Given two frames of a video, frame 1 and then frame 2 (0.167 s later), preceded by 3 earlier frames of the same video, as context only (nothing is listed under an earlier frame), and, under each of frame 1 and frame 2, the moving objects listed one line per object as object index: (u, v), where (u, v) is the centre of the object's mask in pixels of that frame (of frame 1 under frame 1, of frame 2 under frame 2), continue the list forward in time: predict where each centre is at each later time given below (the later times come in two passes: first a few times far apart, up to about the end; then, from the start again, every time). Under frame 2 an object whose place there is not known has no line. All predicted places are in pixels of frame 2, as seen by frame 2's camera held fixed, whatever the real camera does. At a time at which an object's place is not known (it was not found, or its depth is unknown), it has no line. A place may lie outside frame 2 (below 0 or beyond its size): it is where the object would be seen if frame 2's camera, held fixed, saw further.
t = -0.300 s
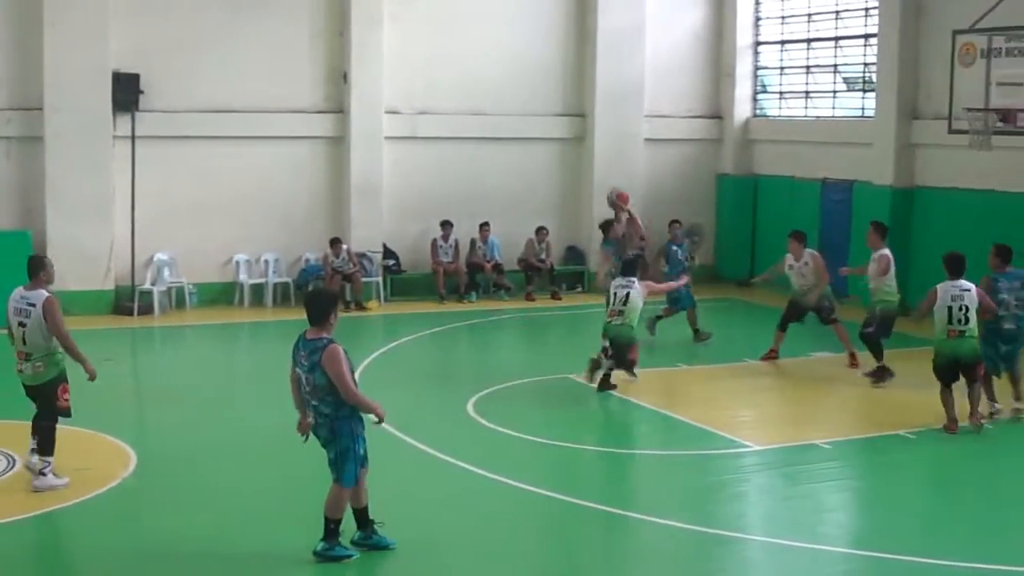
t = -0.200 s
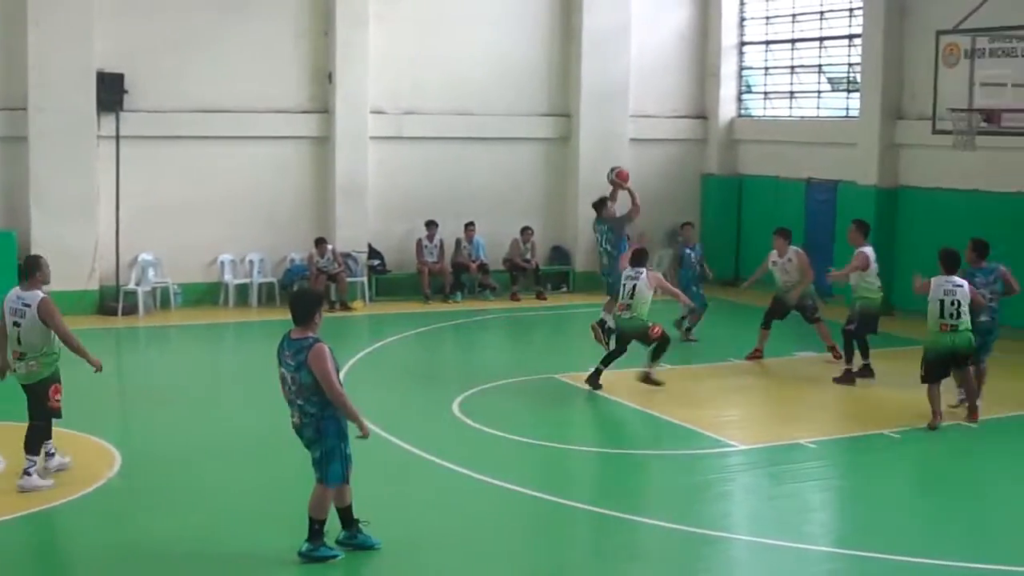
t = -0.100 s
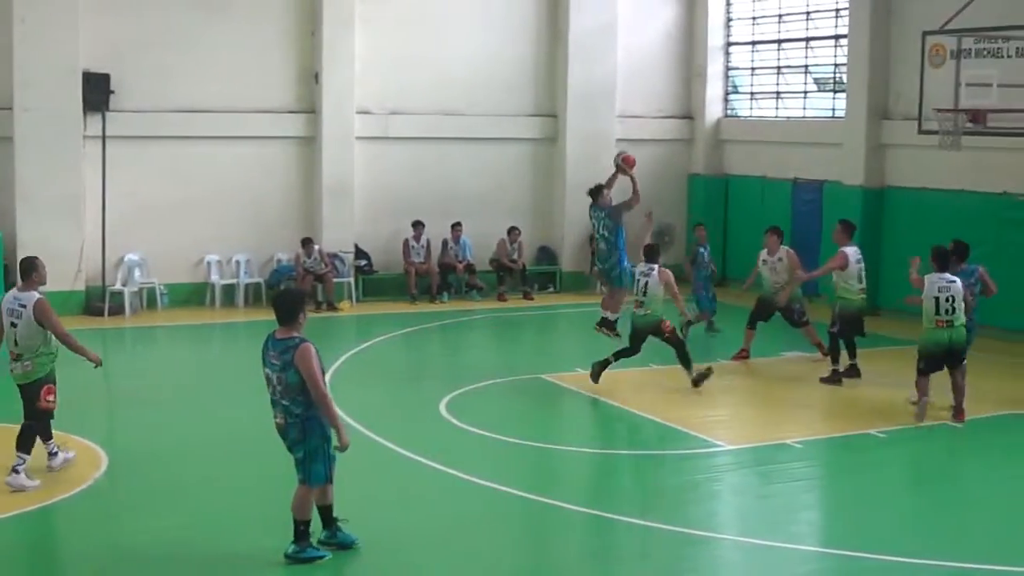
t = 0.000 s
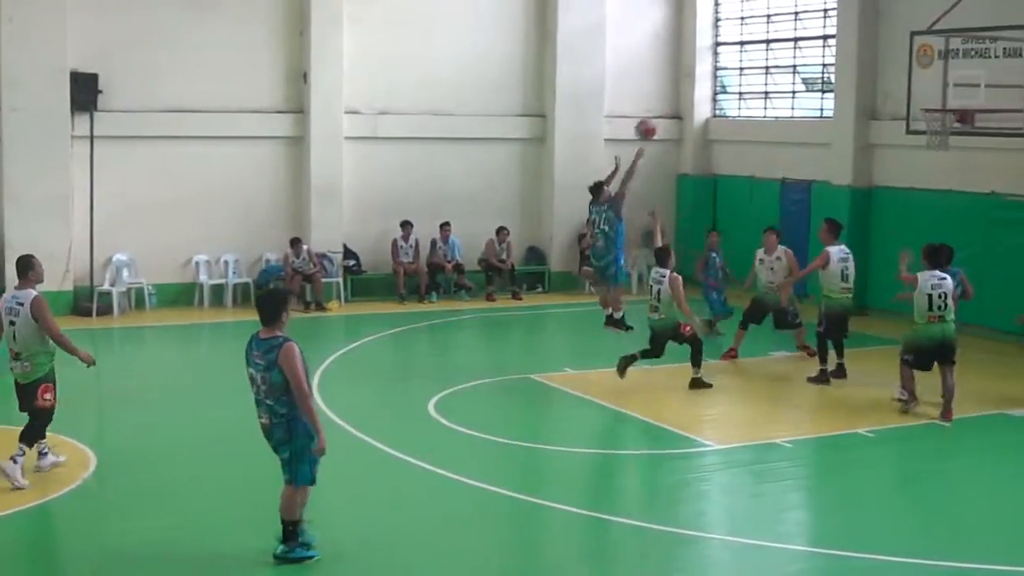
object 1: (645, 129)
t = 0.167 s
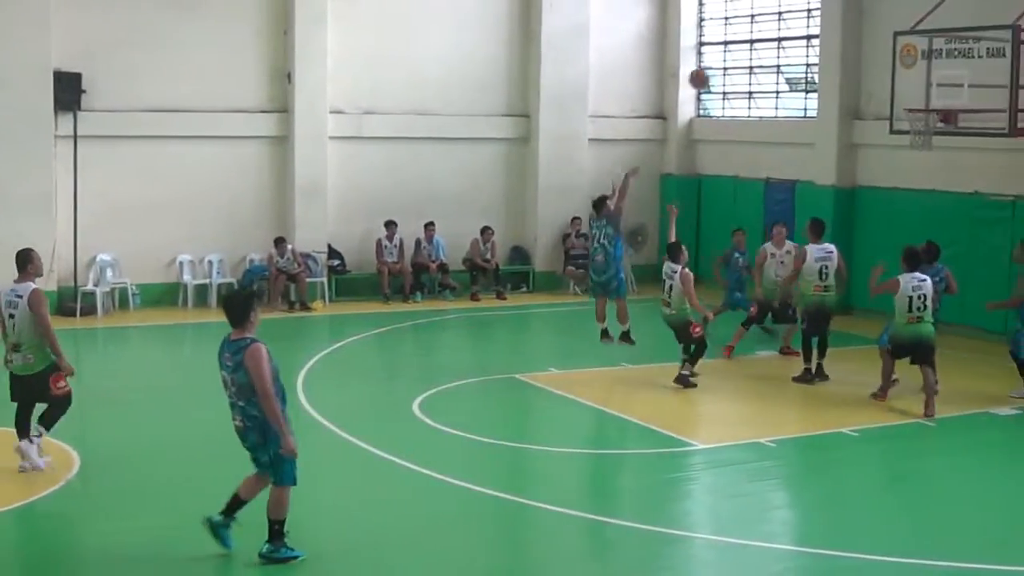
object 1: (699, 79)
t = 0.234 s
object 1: (727, 66)
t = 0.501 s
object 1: (832, 53)
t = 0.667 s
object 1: (895, 78)
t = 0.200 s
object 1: (713, 72)
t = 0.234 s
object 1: (727, 66)
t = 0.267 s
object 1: (740, 61)
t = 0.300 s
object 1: (753, 56)
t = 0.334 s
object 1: (767, 54)
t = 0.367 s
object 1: (780, 51)
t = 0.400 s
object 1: (793, 50)
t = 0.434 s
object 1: (806, 50)
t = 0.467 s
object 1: (820, 51)
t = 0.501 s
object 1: (832, 53)
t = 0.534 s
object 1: (846, 56)
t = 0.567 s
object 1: (859, 61)
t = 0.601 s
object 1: (869, 64)
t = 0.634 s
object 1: (883, 71)
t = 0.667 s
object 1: (895, 78)
